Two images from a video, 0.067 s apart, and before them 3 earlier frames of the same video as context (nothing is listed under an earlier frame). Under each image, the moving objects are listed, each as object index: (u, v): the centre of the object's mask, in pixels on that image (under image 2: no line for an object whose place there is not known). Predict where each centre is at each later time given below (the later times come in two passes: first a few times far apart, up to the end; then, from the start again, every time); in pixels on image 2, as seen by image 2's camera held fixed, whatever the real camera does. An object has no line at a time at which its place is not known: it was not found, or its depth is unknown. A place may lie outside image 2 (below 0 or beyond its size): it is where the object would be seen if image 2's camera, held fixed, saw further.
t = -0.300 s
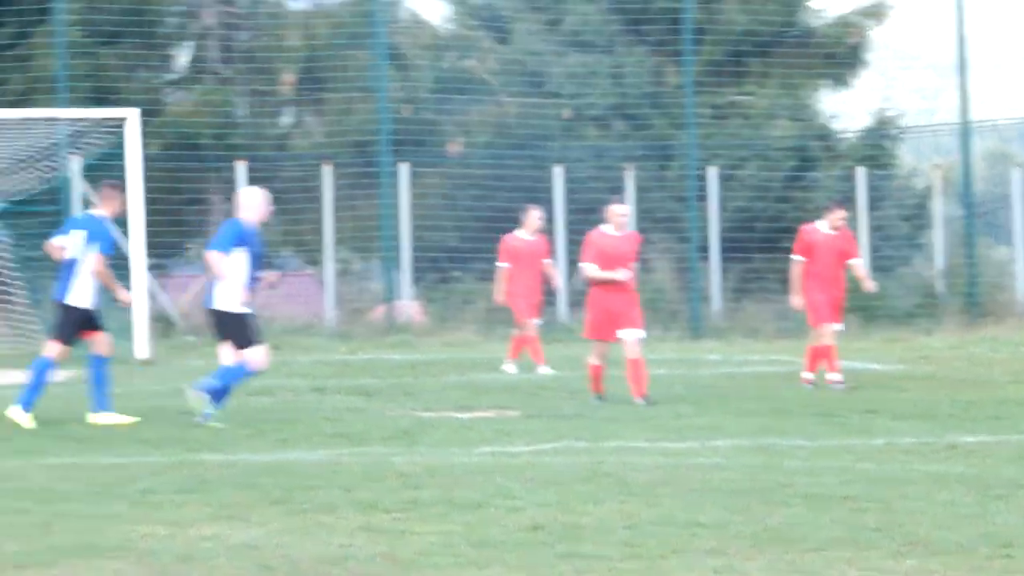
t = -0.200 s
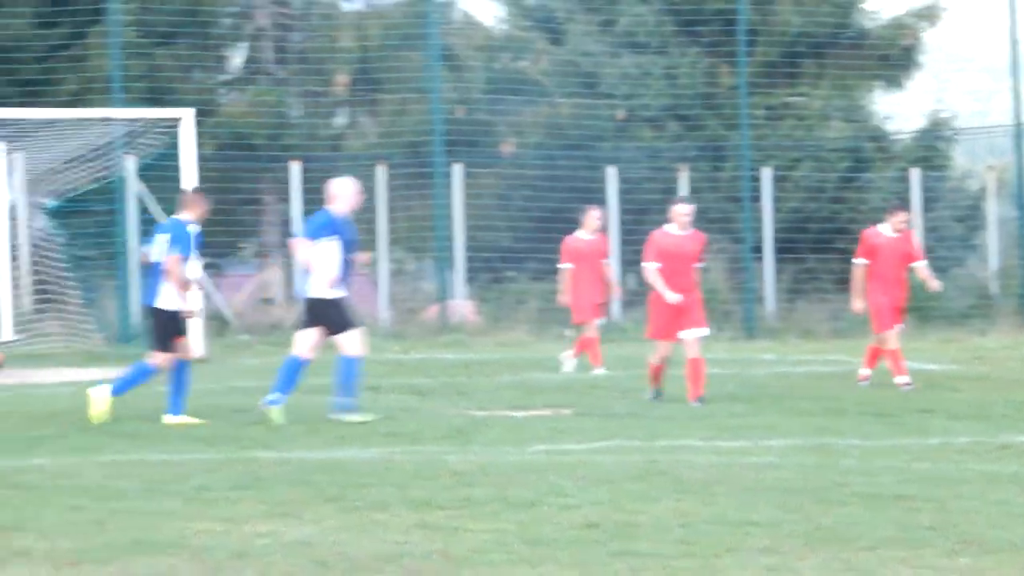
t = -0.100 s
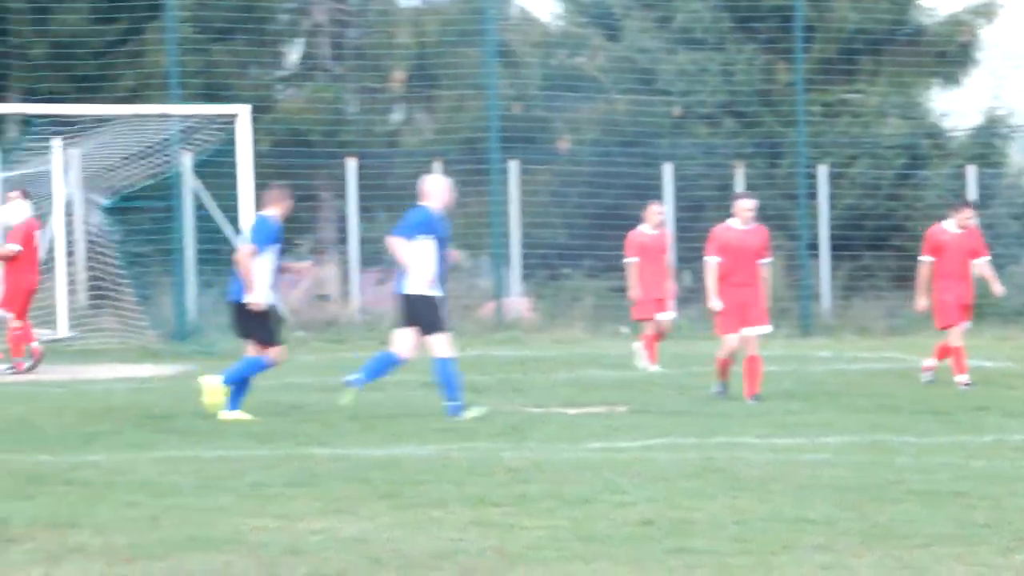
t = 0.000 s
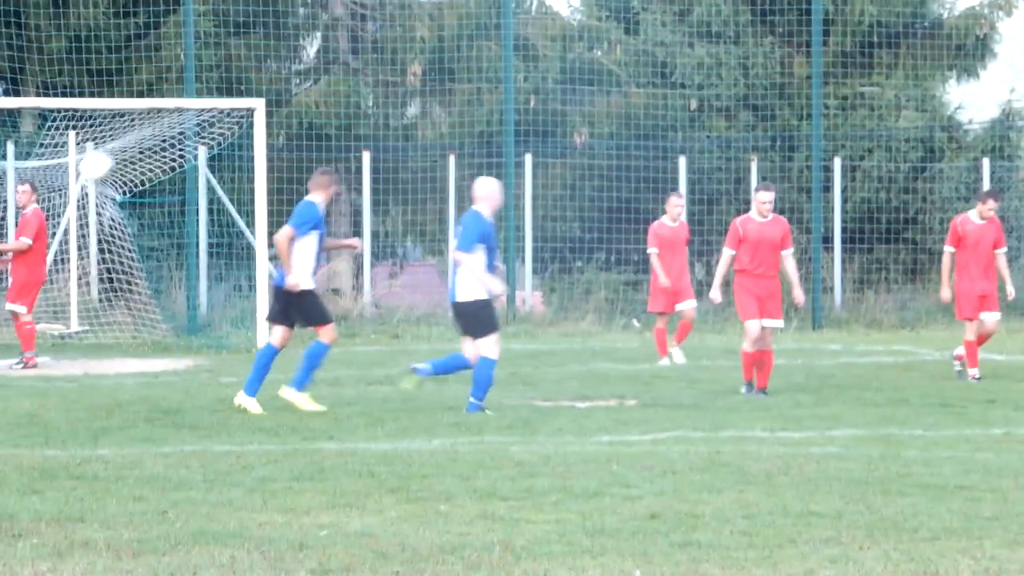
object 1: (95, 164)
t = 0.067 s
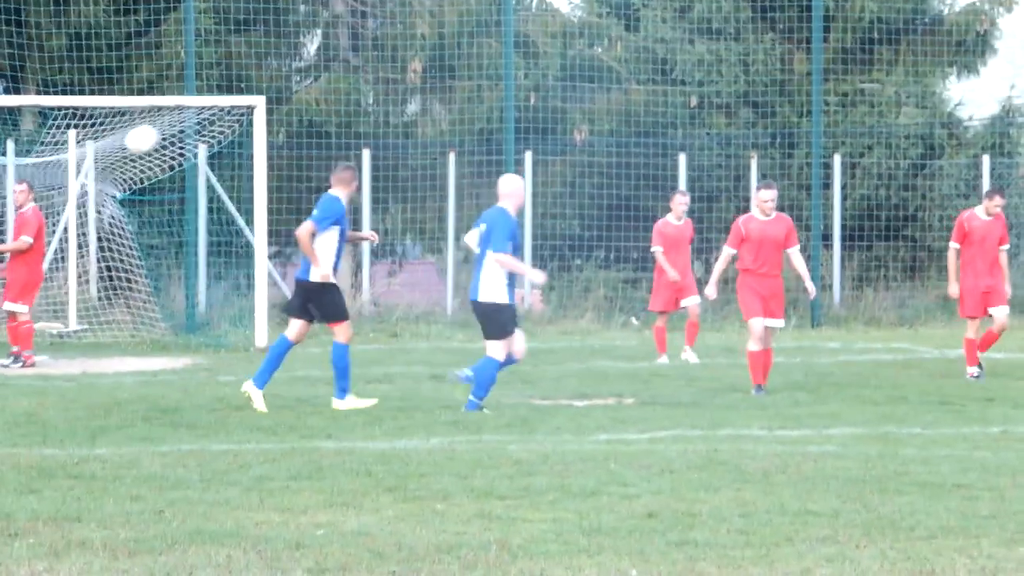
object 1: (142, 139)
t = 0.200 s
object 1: (238, 98)
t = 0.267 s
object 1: (283, 83)
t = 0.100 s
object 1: (163, 127)
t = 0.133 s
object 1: (188, 117)
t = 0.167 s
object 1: (216, 107)
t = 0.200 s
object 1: (238, 98)
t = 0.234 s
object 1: (261, 89)
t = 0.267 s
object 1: (283, 83)
